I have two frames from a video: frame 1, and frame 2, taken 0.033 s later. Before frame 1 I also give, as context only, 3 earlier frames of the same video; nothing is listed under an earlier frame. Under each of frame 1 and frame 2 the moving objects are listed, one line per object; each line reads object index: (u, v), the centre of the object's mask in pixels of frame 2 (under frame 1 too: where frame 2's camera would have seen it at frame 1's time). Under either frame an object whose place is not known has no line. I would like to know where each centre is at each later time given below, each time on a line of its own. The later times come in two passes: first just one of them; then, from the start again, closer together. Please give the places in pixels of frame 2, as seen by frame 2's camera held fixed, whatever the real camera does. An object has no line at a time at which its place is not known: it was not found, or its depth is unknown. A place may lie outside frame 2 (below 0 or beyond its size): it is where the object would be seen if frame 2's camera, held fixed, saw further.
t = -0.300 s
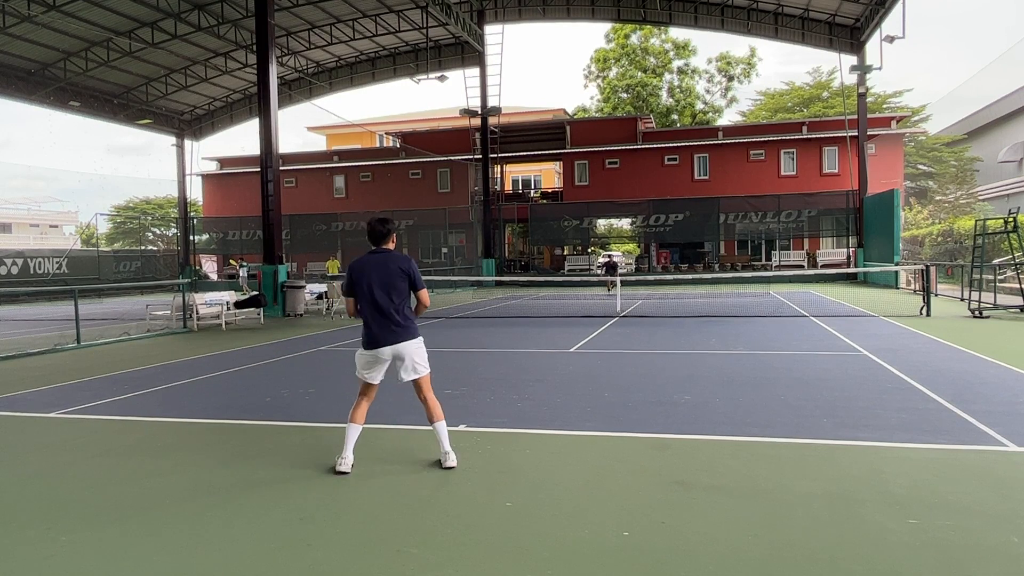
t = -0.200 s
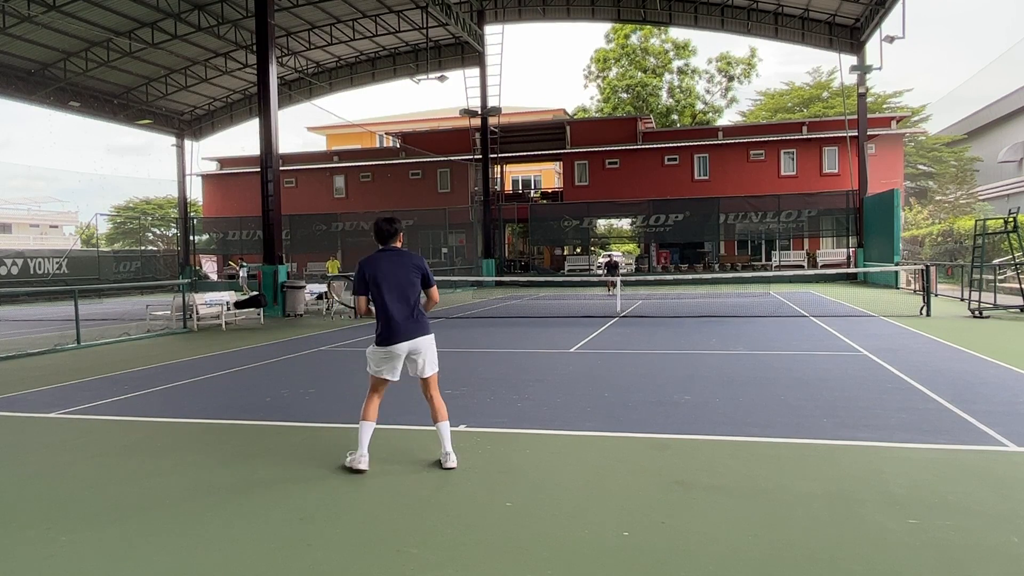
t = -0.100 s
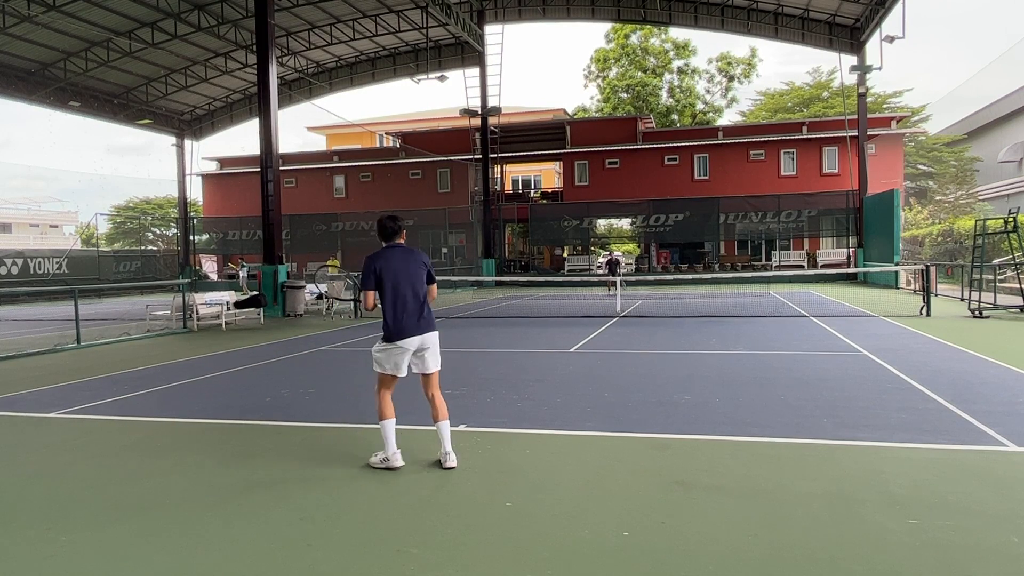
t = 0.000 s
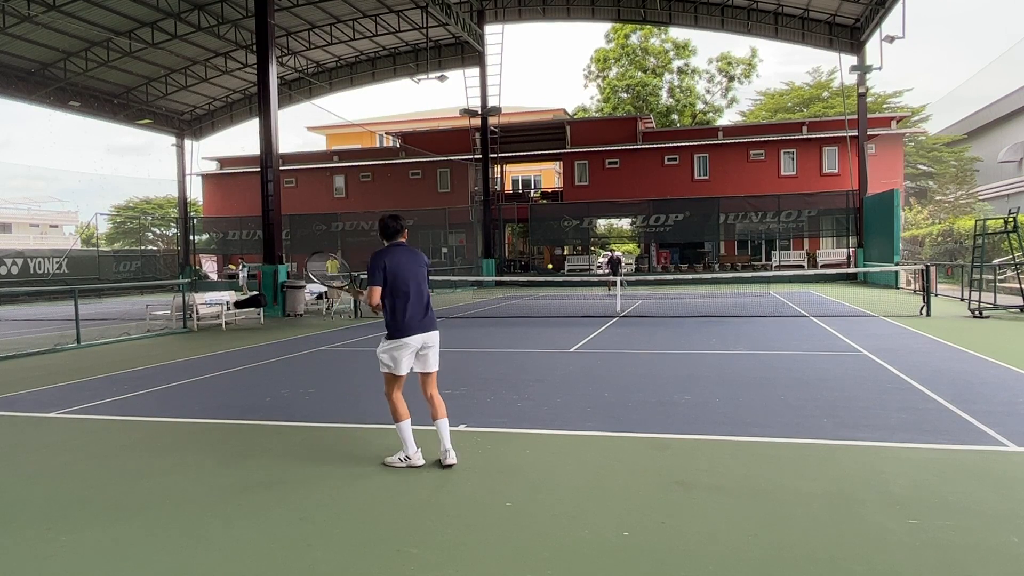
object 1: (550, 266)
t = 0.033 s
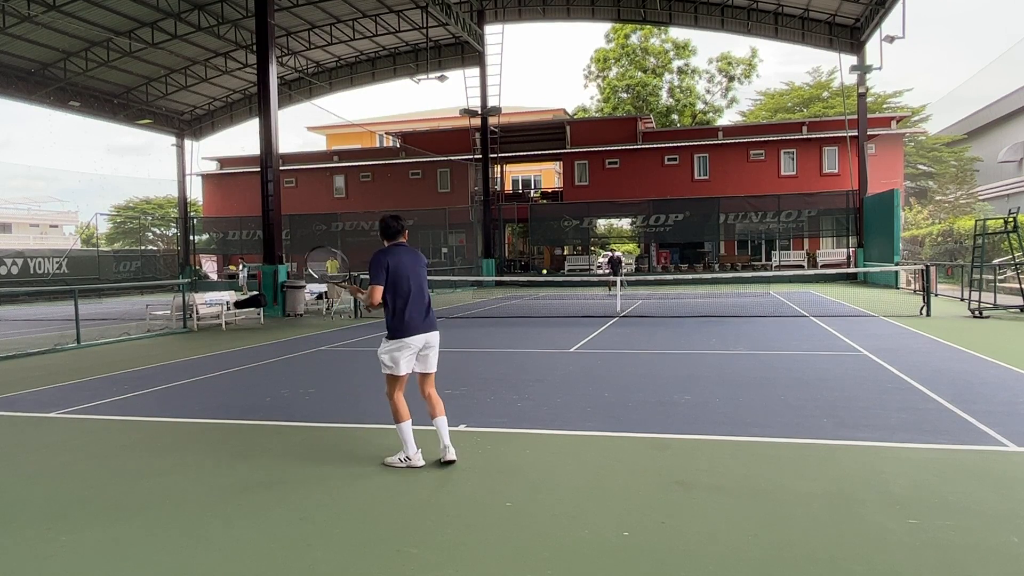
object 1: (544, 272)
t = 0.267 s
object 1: (493, 346)
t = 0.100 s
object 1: (532, 286)
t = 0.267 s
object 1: (493, 346)
